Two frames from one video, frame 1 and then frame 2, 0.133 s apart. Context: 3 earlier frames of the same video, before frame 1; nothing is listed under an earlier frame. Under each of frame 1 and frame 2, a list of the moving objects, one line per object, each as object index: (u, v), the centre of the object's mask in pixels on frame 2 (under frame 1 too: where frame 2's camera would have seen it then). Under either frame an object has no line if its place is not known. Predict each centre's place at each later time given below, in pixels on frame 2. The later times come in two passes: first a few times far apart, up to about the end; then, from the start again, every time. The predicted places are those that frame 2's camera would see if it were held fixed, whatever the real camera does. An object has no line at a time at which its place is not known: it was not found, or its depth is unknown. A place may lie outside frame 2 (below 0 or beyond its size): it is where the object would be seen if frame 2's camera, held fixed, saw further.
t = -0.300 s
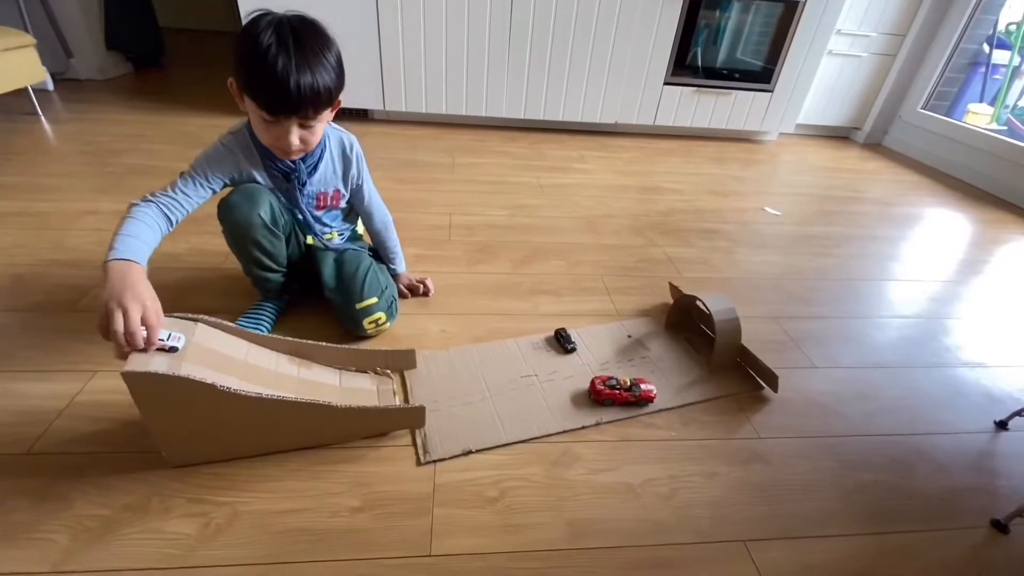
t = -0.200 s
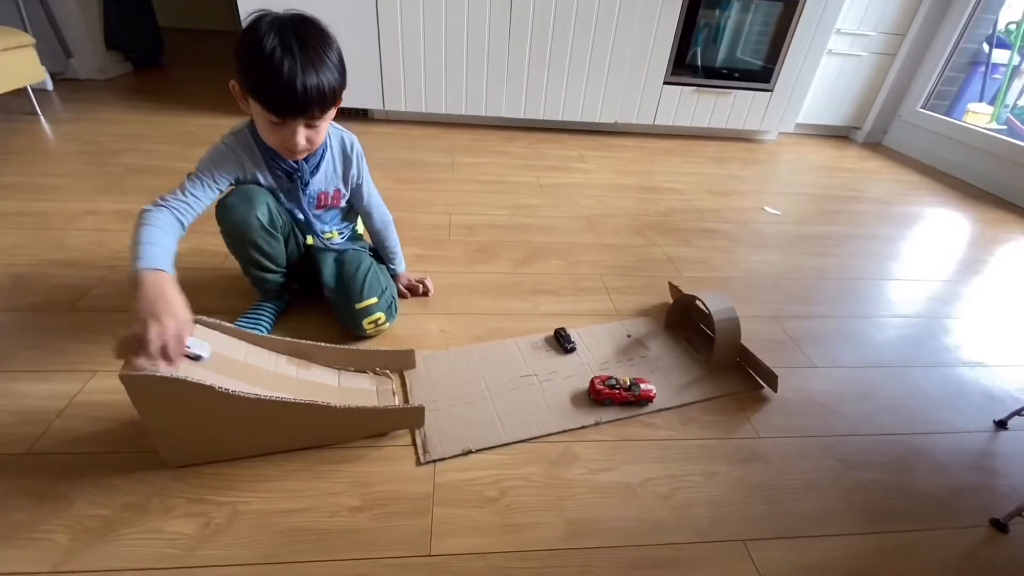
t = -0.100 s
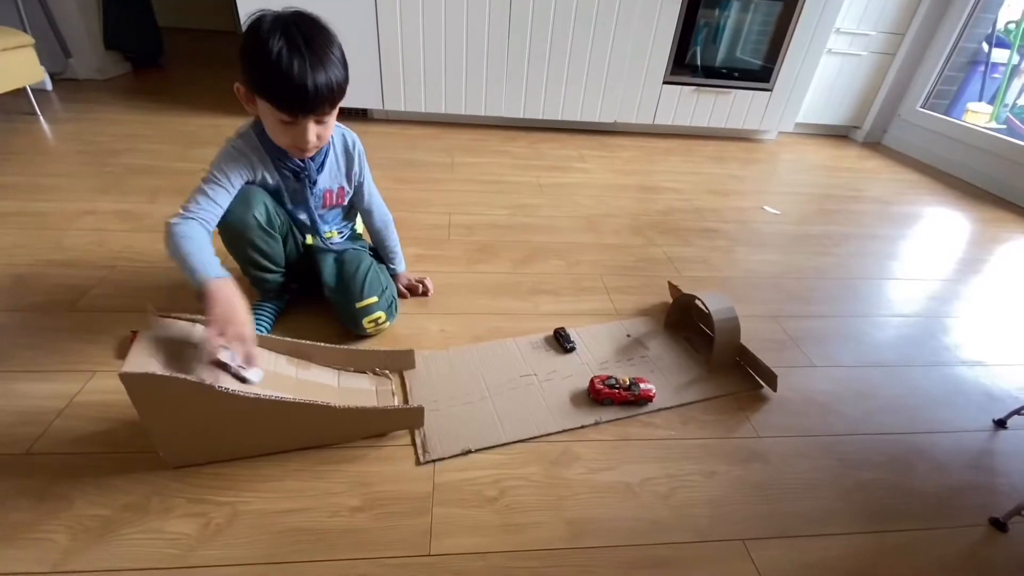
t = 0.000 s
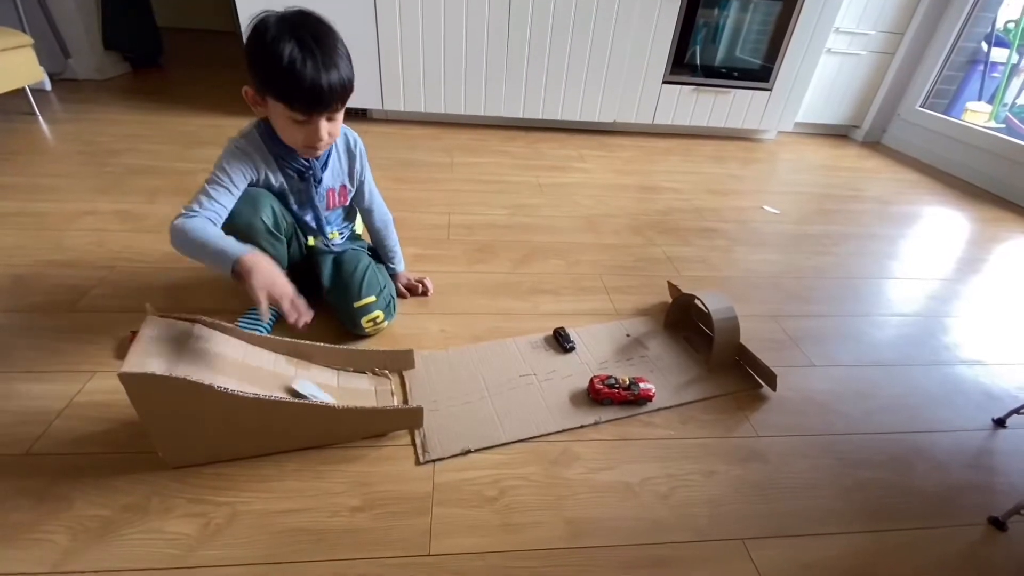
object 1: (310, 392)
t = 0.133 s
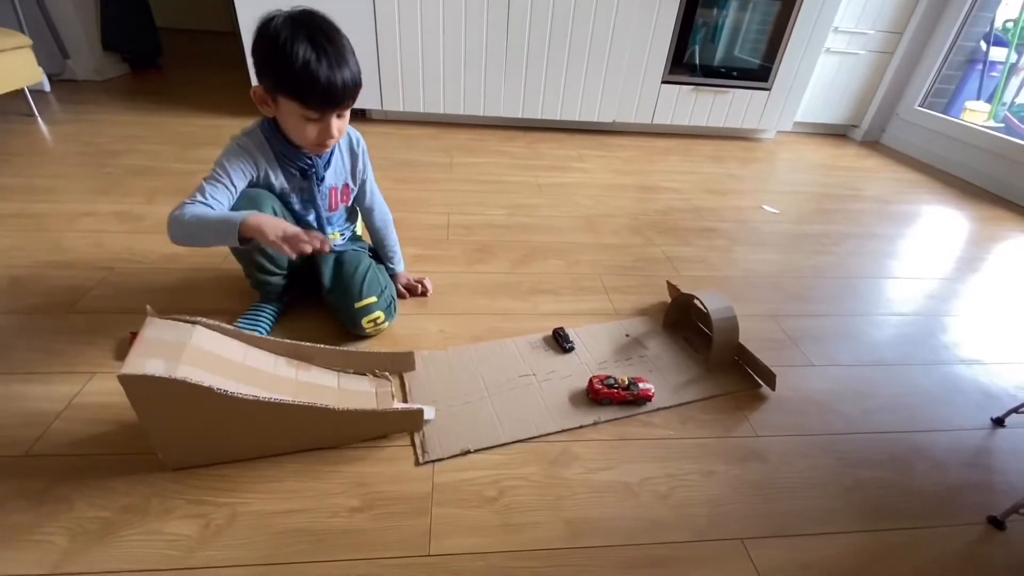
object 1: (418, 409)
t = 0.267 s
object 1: (477, 409)
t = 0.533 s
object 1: (568, 387)
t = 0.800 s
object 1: (566, 383)
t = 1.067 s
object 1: (567, 383)
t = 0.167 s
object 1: (433, 410)
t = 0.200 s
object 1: (447, 409)
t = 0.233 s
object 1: (462, 410)
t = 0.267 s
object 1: (477, 409)
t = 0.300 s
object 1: (492, 408)
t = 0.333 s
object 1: (506, 405)
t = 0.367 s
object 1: (518, 402)
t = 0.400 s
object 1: (530, 400)
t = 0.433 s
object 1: (541, 397)
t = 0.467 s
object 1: (553, 393)
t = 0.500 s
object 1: (563, 390)
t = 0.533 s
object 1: (568, 387)
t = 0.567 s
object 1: (567, 385)
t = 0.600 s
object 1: (566, 384)
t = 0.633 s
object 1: (566, 383)
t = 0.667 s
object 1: (566, 383)
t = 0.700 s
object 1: (566, 383)
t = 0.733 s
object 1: (566, 383)
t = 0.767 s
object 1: (566, 383)
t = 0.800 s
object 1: (566, 383)
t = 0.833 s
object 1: (566, 383)
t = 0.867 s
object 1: (566, 383)
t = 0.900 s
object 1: (567, 383)
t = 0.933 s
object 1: (566, 383)
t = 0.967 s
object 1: (567, 383)
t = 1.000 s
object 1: (567, 383)
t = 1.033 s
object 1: (567, 383)
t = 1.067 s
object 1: (567, 383)
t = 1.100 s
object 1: (567, 383)
